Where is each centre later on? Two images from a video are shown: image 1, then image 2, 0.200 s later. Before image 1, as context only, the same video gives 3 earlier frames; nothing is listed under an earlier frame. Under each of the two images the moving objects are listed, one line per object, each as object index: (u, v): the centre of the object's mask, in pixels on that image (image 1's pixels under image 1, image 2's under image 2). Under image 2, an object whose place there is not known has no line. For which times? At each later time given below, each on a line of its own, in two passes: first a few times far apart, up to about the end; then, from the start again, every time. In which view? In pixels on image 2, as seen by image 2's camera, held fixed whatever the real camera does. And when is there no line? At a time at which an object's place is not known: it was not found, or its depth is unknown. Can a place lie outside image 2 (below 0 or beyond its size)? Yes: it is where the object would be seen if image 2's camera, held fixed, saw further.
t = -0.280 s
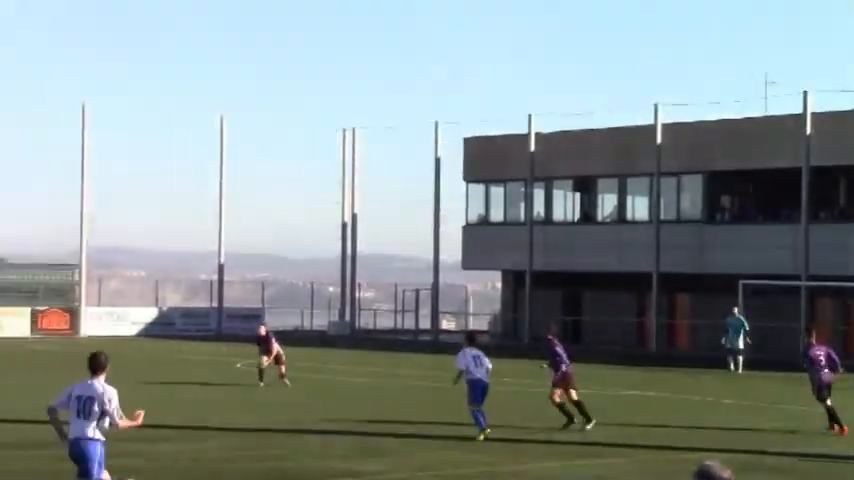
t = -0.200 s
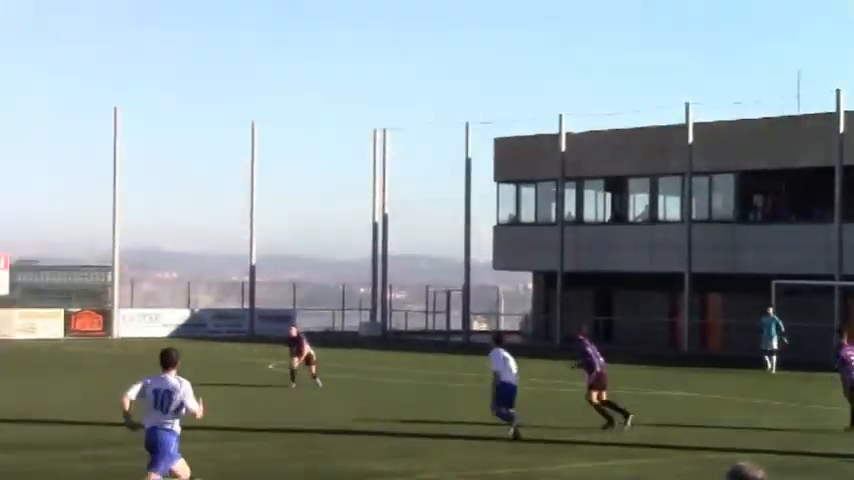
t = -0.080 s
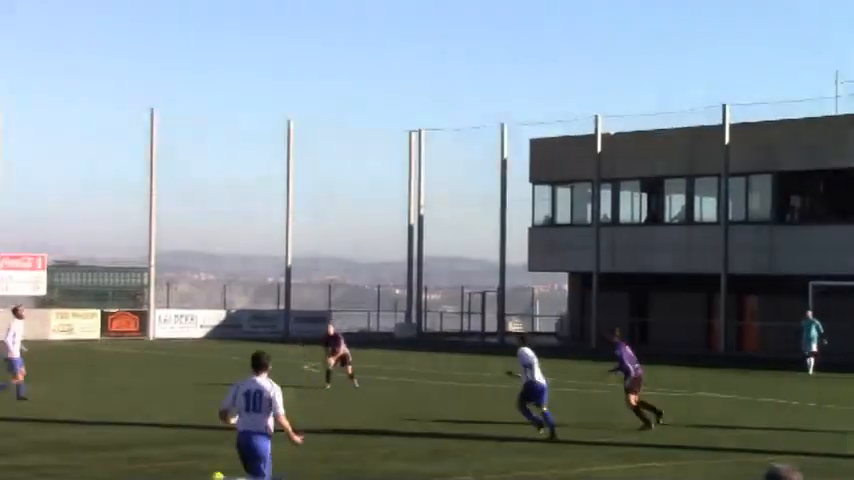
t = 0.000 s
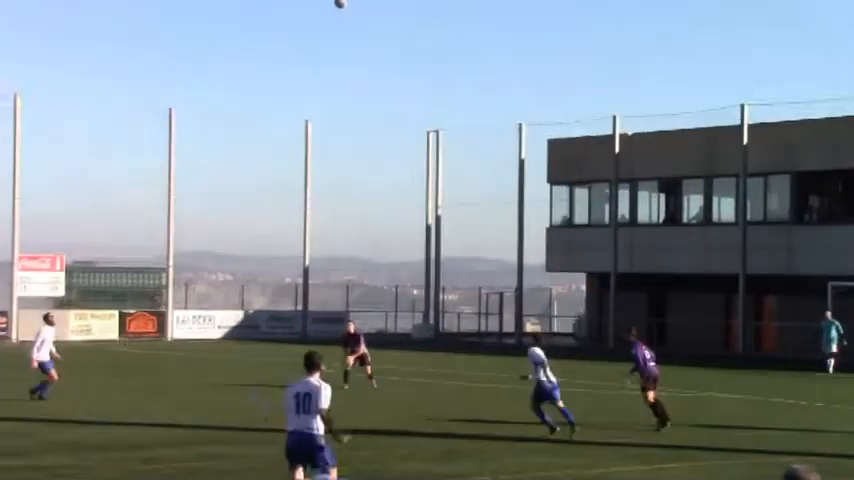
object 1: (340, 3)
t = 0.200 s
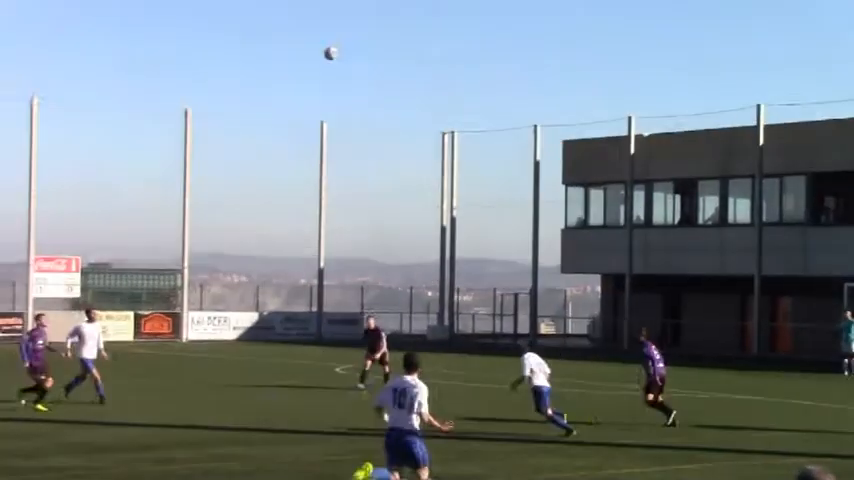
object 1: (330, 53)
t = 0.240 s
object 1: (326, 66)
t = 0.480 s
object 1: (298, 160)
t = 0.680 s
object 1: (274, 264)
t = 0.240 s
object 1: (326, 66)
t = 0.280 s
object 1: (321, 81)
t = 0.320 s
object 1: (316, 95)
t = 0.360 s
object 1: (312, 110)
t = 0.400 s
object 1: (306, 125)
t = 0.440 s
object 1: (302, 142)
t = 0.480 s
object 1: (298, 160)
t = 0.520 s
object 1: (292, 180)
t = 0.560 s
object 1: (287, 200)
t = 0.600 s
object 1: (281, 220)
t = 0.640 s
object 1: (279, 242)
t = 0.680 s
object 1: (274, 264)
